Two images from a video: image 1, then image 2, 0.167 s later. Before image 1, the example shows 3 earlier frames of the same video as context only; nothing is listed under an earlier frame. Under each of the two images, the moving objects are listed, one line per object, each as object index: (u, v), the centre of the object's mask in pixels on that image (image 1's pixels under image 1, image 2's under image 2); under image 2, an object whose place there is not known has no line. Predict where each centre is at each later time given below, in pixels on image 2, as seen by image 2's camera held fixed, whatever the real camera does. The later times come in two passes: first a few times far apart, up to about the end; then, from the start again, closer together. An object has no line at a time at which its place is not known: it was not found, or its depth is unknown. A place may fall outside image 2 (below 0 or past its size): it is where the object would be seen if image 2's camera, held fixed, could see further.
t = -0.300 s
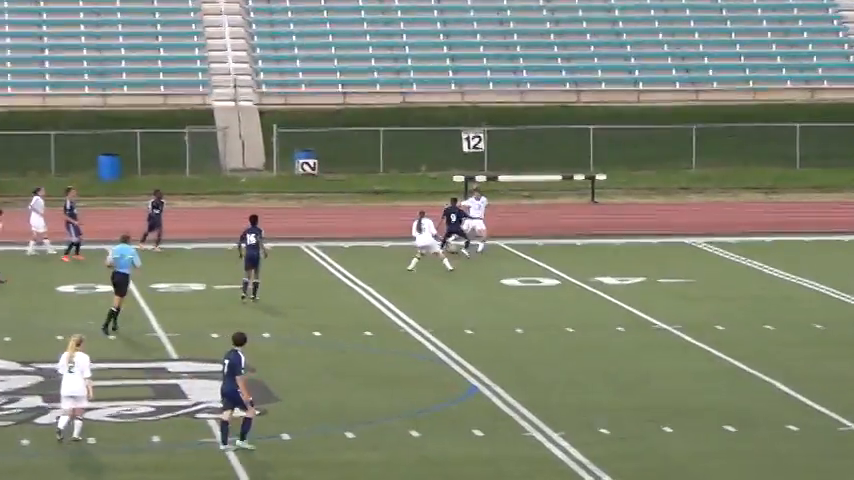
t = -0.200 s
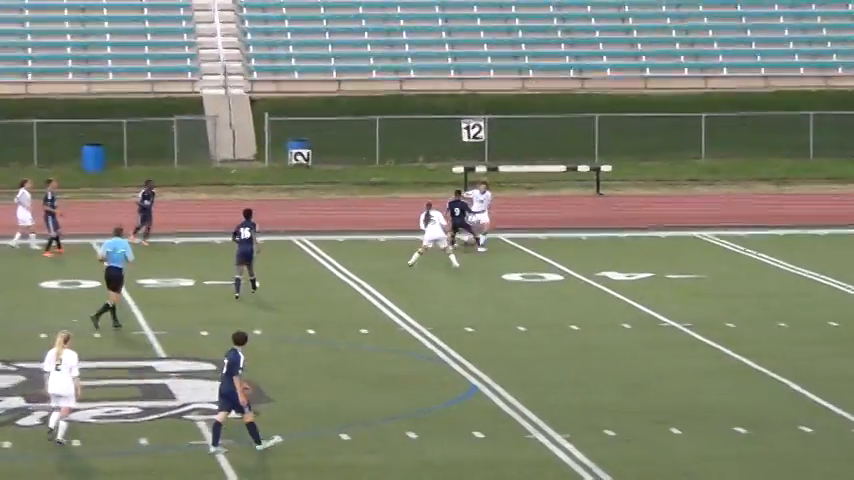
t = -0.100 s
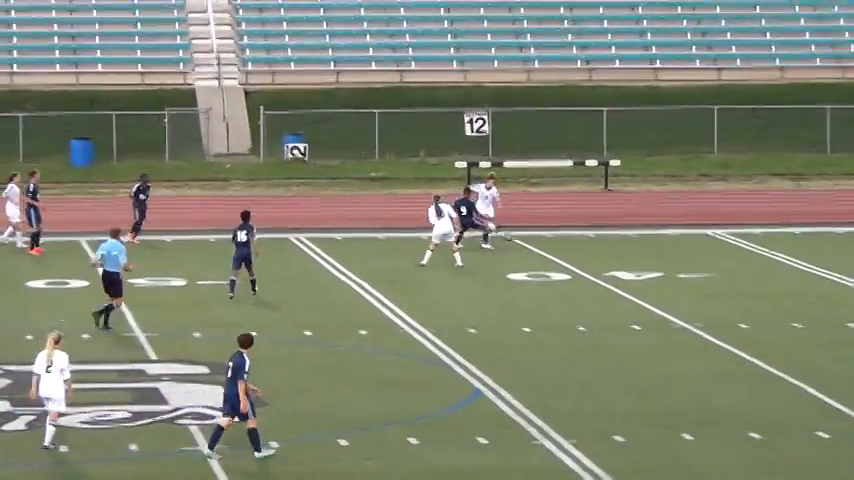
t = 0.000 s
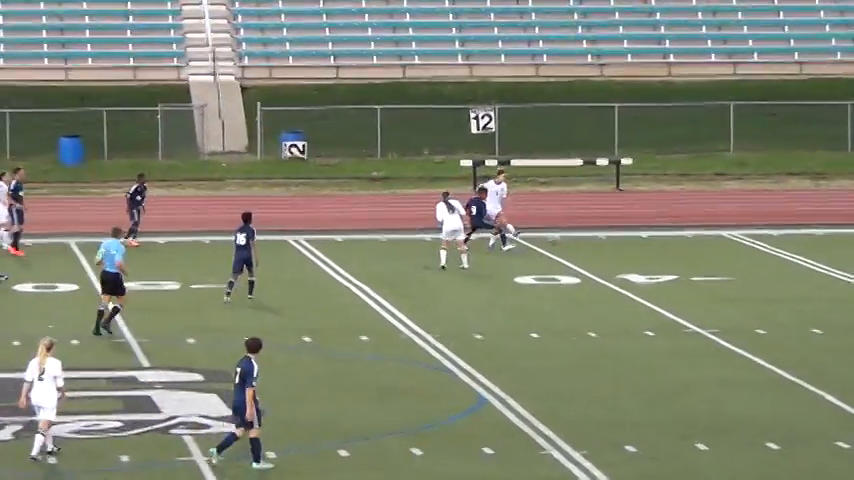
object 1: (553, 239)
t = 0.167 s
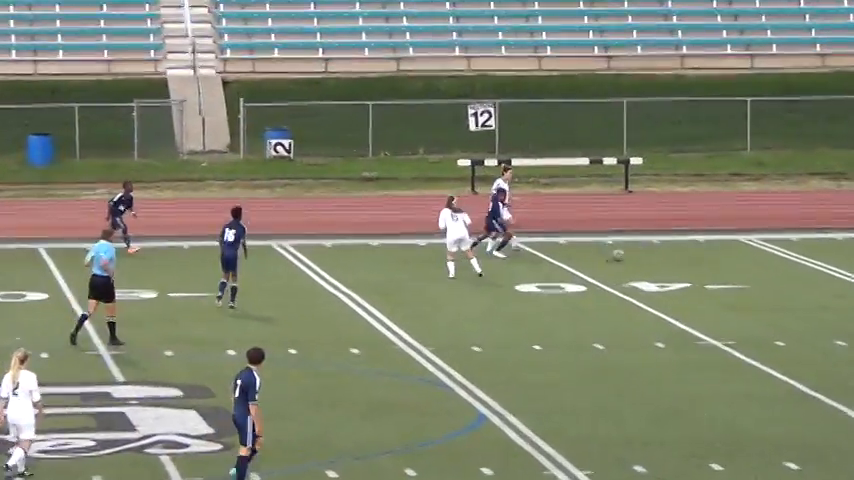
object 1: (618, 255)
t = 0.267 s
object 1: (648, 252)
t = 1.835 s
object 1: (967, 277)
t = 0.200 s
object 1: (628, 254)
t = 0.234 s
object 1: (638, 253)
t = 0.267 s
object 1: (648, 252)
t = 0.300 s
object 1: (657, 252)
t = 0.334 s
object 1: (666, 253)
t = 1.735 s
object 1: (948, 276)
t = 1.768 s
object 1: (955, 276)
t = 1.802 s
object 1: (961, 276)
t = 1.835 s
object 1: (967, 277)
